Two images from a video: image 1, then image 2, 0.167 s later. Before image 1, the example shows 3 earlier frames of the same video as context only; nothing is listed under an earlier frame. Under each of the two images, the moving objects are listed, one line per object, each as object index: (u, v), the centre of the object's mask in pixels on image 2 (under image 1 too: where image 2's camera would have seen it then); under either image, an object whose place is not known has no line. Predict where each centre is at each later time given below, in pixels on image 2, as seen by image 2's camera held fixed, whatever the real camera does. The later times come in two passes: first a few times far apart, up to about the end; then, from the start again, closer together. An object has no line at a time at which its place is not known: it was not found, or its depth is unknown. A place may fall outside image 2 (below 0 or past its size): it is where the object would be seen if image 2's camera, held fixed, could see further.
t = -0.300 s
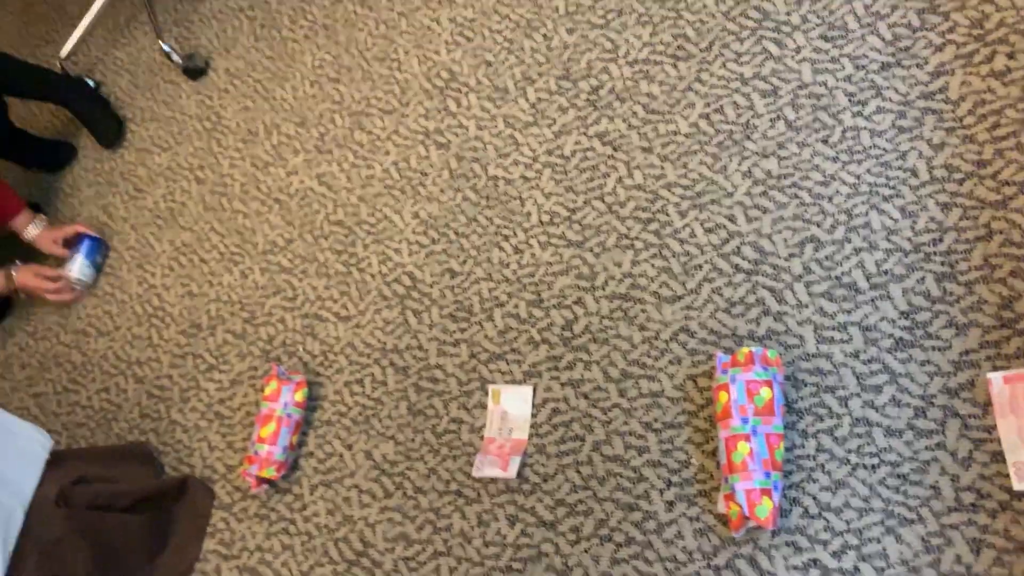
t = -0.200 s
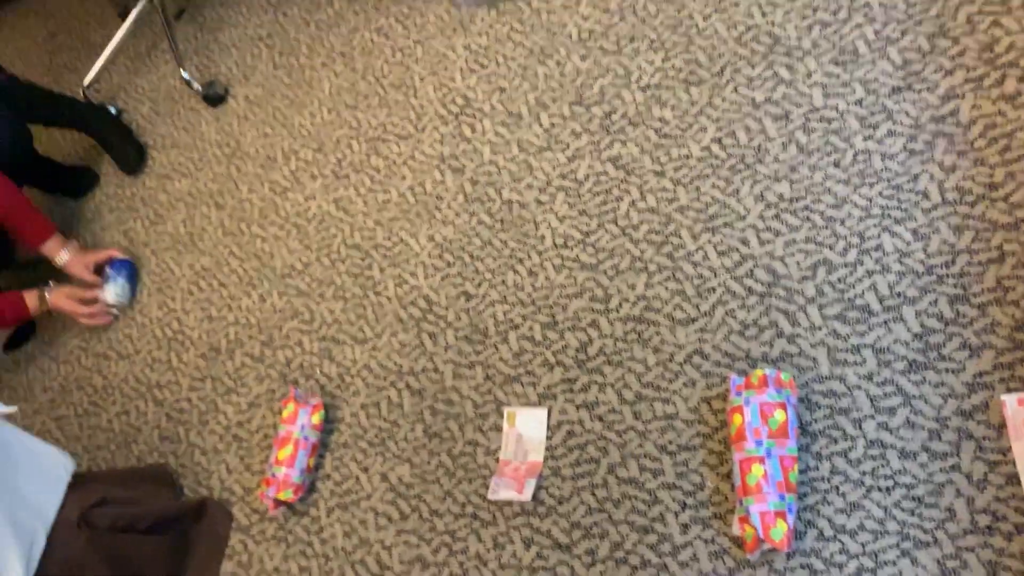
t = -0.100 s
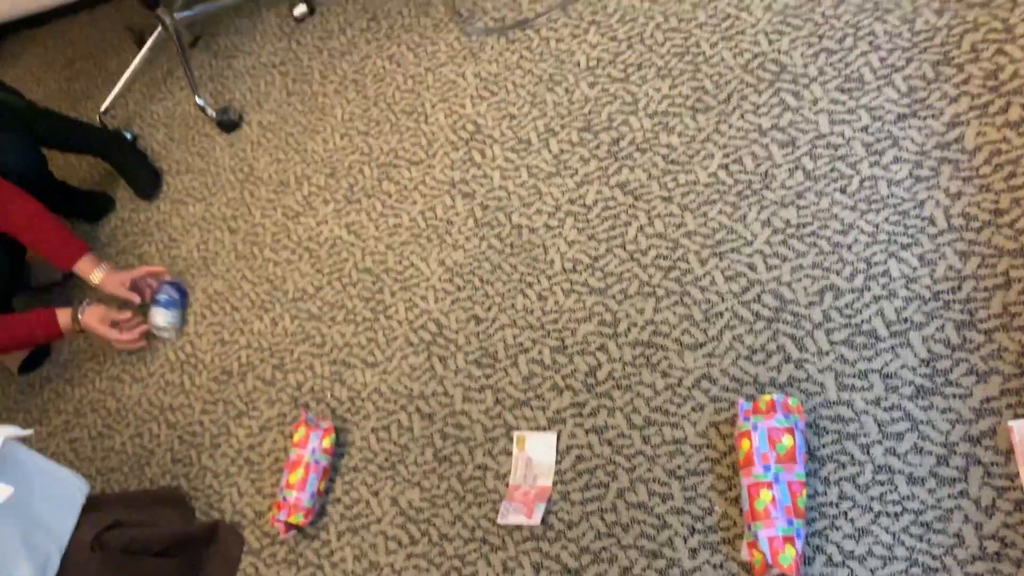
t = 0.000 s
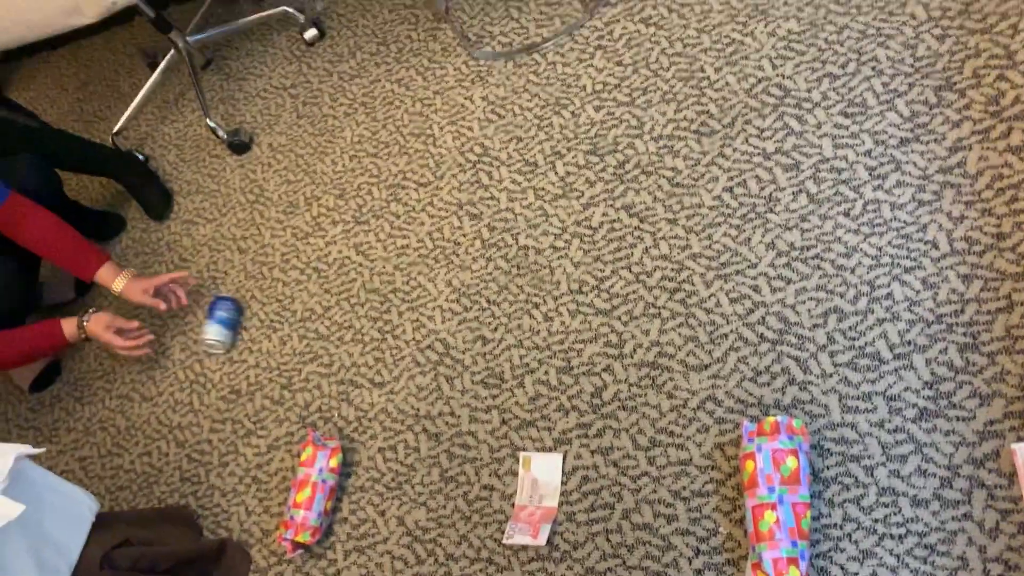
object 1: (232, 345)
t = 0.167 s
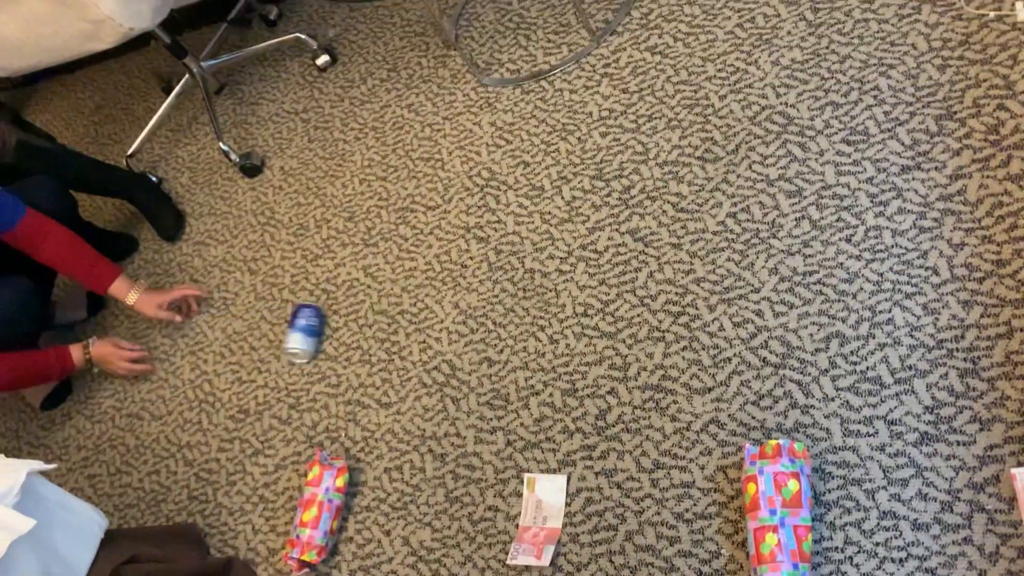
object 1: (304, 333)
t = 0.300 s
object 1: (364, 325)
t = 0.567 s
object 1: (479, 306)
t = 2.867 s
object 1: (859, 232)
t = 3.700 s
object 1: (857, 233)
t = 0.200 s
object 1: (319, 331)
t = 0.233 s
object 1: (334, 329)
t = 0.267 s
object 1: (350, 327)
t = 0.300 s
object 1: (364, 325)
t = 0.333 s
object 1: (378, 323)
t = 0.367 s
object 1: (393, 321)
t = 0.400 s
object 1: (408, 318)
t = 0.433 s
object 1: (422, 316)
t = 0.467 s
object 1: (437, 313)
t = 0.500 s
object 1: (451, 311)
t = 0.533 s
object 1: (465, 308)
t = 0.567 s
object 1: (479, 306)
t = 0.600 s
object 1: (493, 303)
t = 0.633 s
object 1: (507, 300)
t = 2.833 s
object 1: (859, 233)
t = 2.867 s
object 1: (859, 232)
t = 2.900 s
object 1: (859, 233)
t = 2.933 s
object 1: (858, 233)
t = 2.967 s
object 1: (858, 233)
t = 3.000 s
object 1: (858, 233)
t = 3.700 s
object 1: (857, 233)
